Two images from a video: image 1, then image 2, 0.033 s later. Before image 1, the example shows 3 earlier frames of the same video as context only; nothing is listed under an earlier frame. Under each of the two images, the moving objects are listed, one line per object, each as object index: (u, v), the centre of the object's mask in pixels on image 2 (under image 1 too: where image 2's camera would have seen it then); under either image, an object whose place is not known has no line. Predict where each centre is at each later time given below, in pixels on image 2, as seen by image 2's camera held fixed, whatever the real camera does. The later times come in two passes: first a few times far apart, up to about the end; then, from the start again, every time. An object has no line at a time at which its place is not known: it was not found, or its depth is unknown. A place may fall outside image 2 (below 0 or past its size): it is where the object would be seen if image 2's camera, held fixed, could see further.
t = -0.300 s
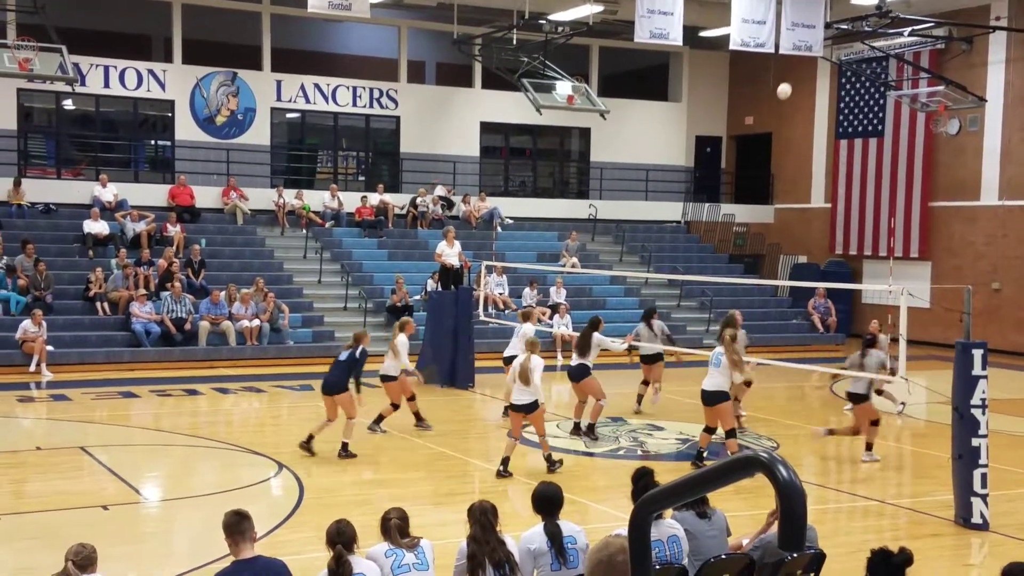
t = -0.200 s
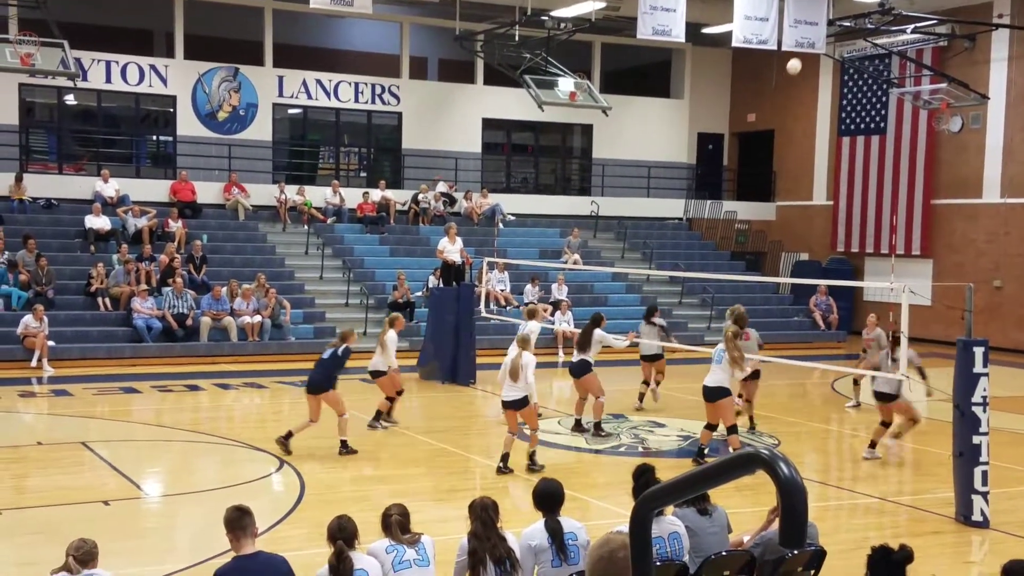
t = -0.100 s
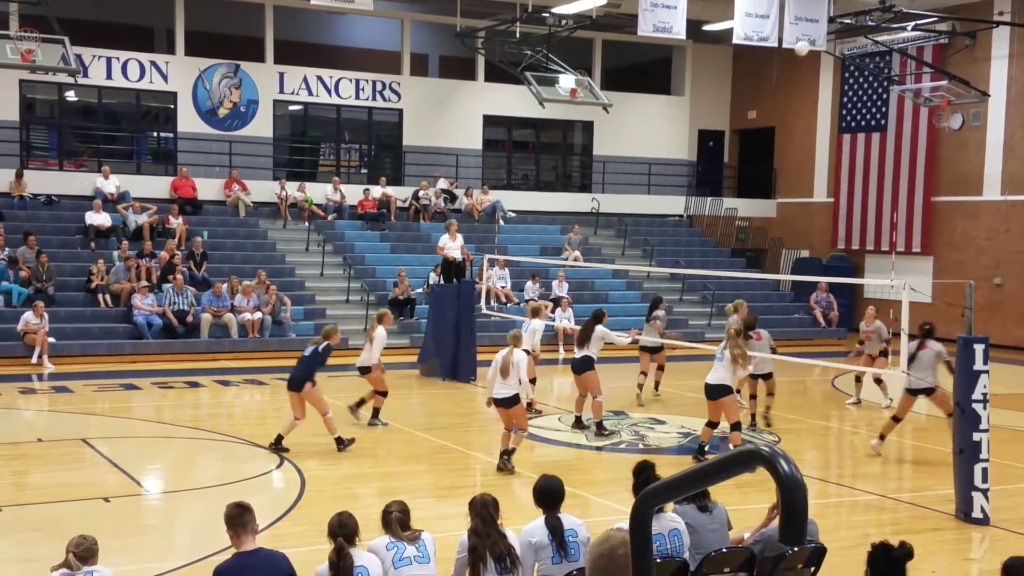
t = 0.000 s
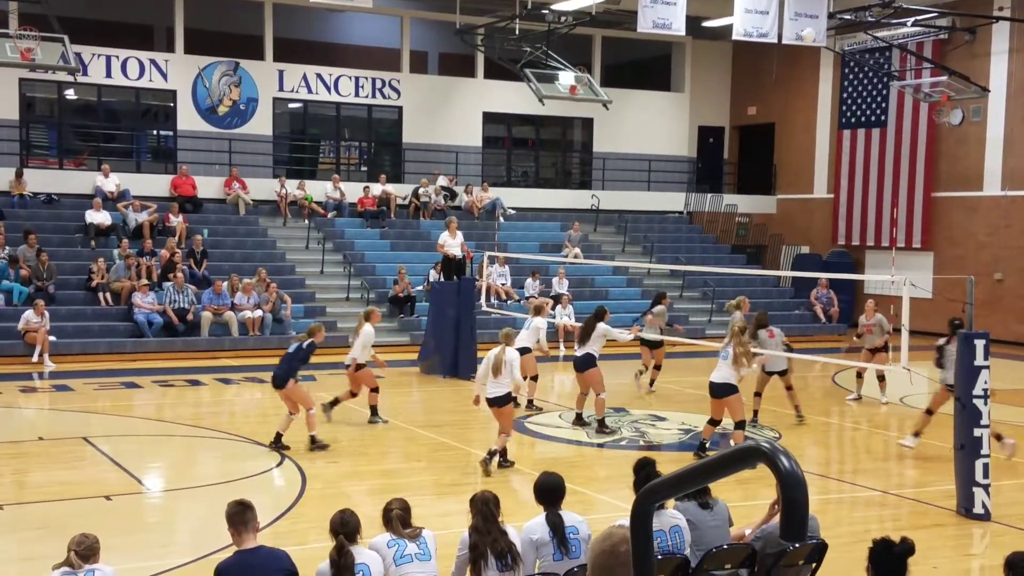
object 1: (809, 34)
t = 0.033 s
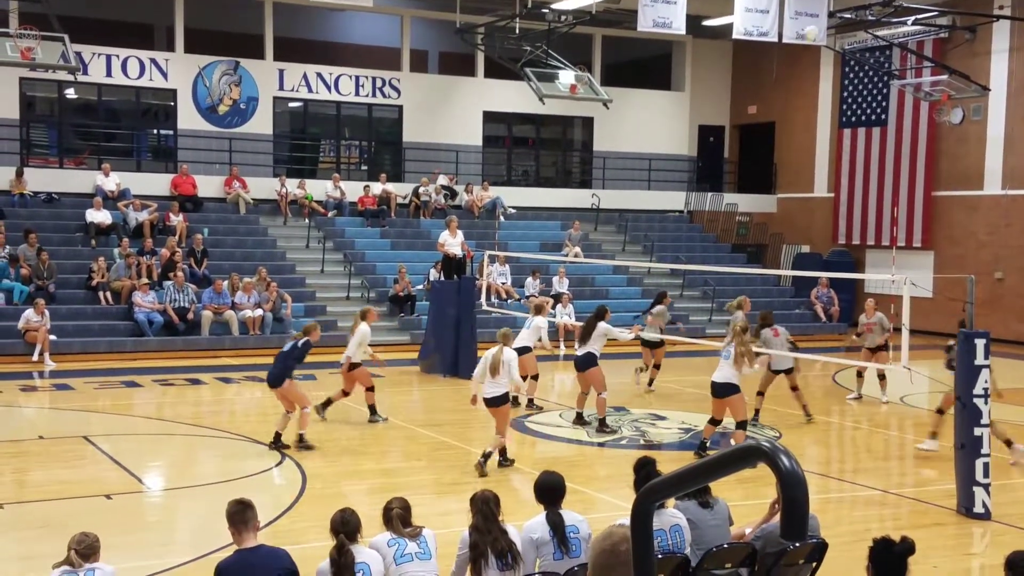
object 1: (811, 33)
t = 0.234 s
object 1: (822, 39)
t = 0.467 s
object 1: (835, 79)
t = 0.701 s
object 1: (844, 152)
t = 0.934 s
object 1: (853, 255)
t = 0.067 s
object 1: (812, 32)
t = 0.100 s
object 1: (815, 32)
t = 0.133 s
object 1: (816, 32)
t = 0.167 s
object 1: (817, 33)
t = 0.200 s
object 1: (821, 37)
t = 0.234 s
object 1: (822, 39)
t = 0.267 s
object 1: (824, 43)
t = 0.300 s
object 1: (826, 47)
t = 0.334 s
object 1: (828, 52)
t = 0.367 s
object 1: (830, 58)
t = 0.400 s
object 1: (832, 64)
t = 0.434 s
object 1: (833, 71)
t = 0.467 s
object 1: (835, 79)
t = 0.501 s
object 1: (837, 87)
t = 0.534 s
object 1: (838, 97)
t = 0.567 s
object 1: (839, 106)
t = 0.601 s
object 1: (840, 117)
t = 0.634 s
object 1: (842, 128)
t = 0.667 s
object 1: (843, 139)
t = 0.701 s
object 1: (844, 152)
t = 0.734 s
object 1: (846, 164)
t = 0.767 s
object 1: (847, 178)
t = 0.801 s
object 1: (848, 192)
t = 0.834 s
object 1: (849, 207)
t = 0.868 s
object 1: (851, 222)
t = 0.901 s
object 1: (852, 239)
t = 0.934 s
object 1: (853, 255)
